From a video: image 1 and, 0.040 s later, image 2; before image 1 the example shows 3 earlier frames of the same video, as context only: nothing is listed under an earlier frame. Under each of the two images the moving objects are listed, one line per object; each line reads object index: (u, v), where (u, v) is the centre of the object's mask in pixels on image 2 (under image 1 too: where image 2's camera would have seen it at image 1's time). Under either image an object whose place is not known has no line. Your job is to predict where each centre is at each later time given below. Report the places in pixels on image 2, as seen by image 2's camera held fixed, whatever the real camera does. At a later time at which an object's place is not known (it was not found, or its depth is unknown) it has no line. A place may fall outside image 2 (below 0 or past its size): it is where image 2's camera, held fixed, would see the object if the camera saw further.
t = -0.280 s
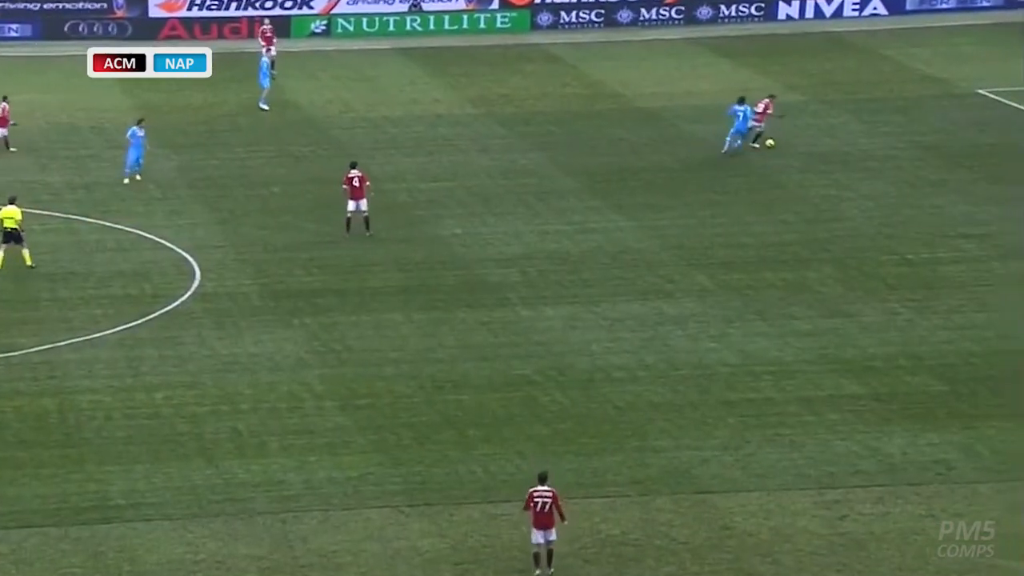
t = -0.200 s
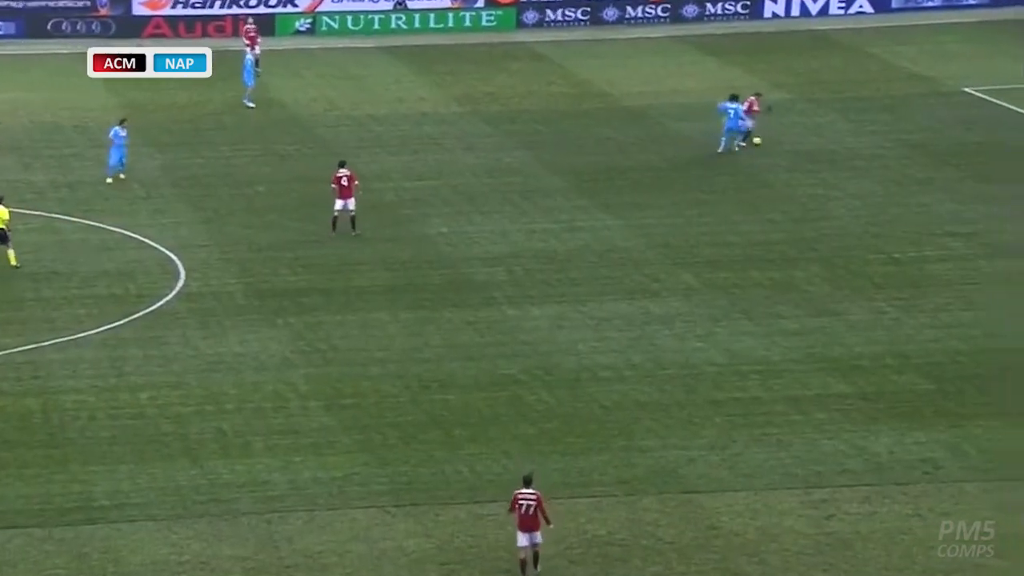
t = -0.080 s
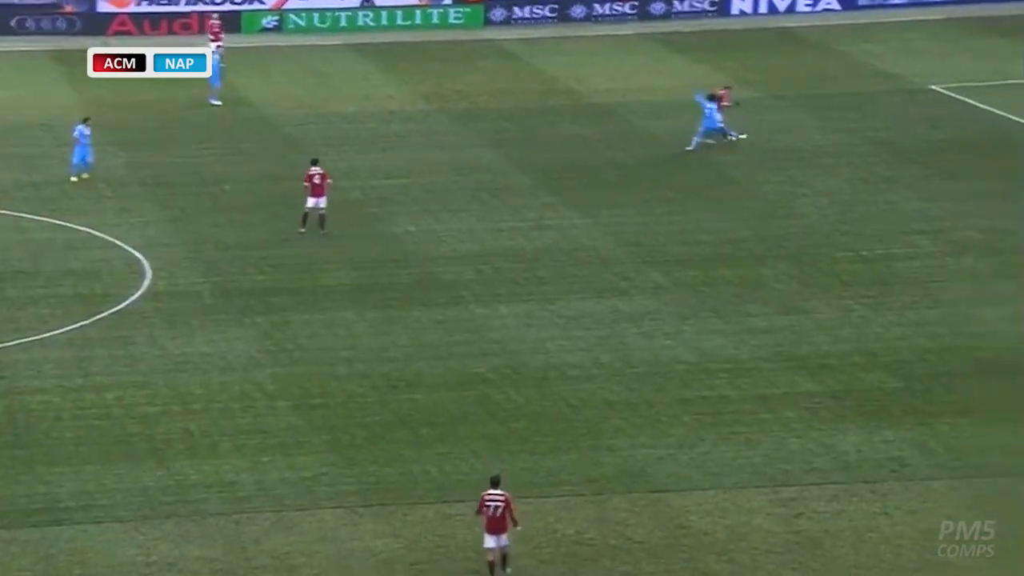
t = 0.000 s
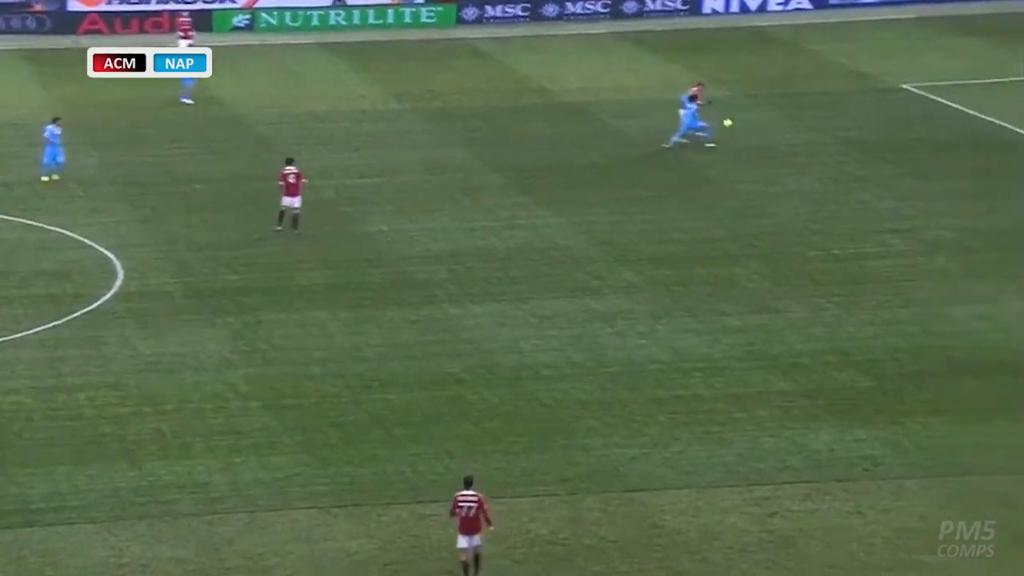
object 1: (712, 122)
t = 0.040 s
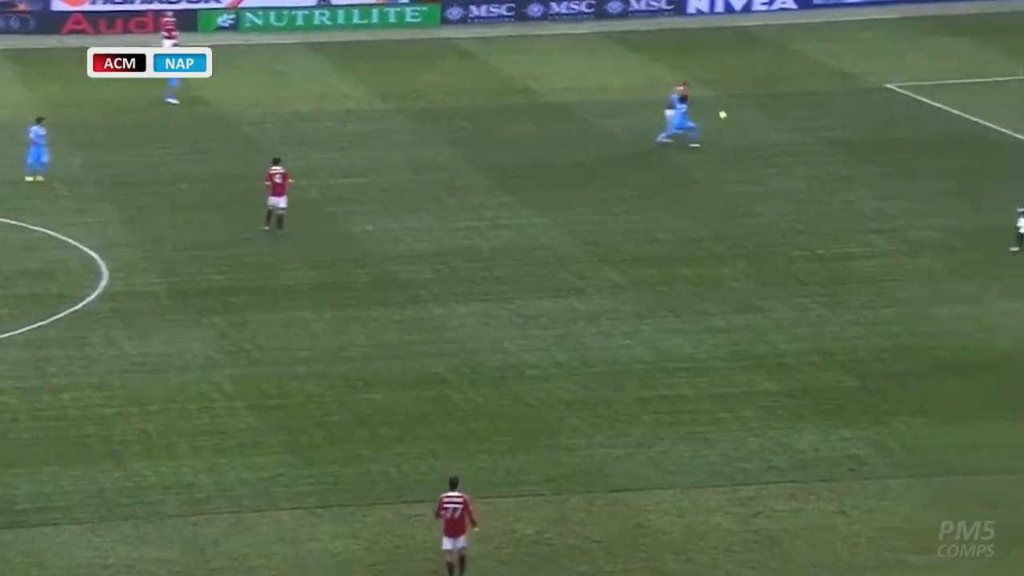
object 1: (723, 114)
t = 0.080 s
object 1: (733, 109)
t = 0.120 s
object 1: (744, 103)
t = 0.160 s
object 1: (753, 97)
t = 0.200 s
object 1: (763, 94)
